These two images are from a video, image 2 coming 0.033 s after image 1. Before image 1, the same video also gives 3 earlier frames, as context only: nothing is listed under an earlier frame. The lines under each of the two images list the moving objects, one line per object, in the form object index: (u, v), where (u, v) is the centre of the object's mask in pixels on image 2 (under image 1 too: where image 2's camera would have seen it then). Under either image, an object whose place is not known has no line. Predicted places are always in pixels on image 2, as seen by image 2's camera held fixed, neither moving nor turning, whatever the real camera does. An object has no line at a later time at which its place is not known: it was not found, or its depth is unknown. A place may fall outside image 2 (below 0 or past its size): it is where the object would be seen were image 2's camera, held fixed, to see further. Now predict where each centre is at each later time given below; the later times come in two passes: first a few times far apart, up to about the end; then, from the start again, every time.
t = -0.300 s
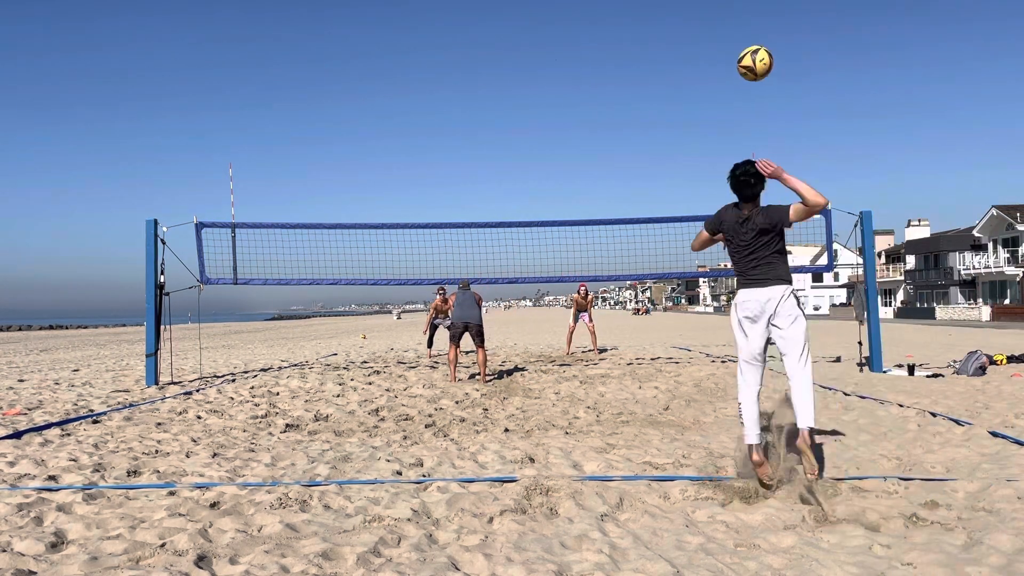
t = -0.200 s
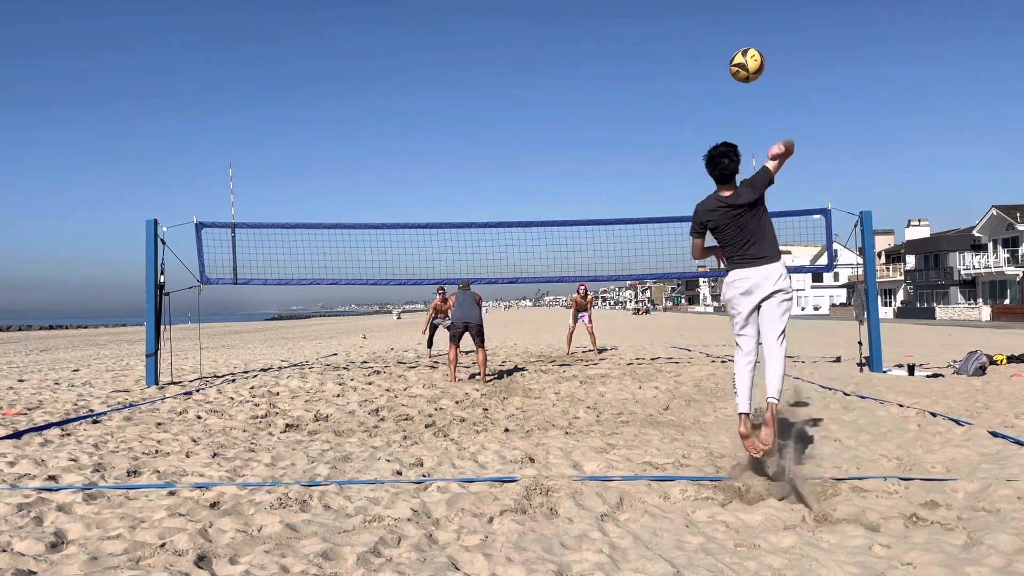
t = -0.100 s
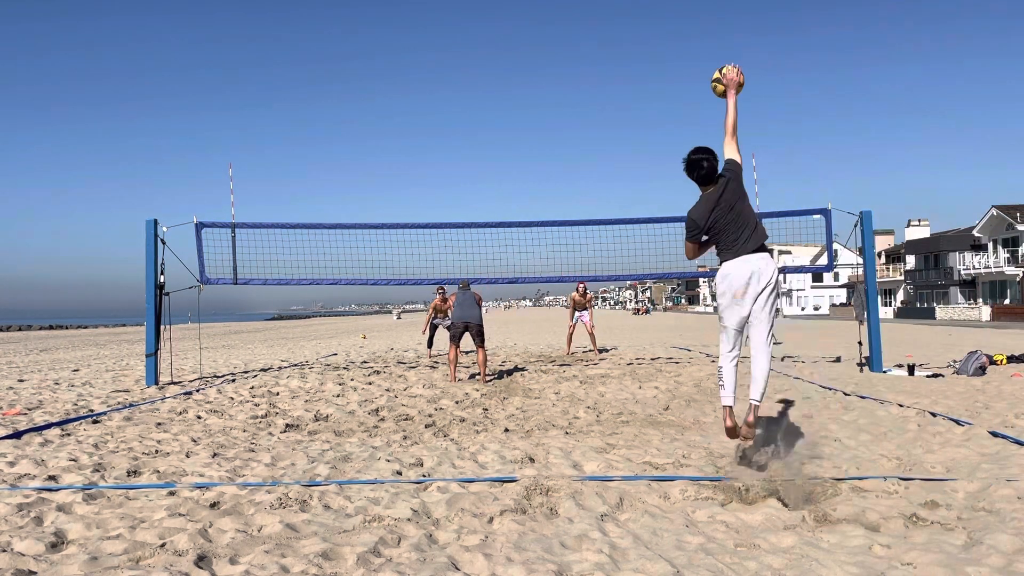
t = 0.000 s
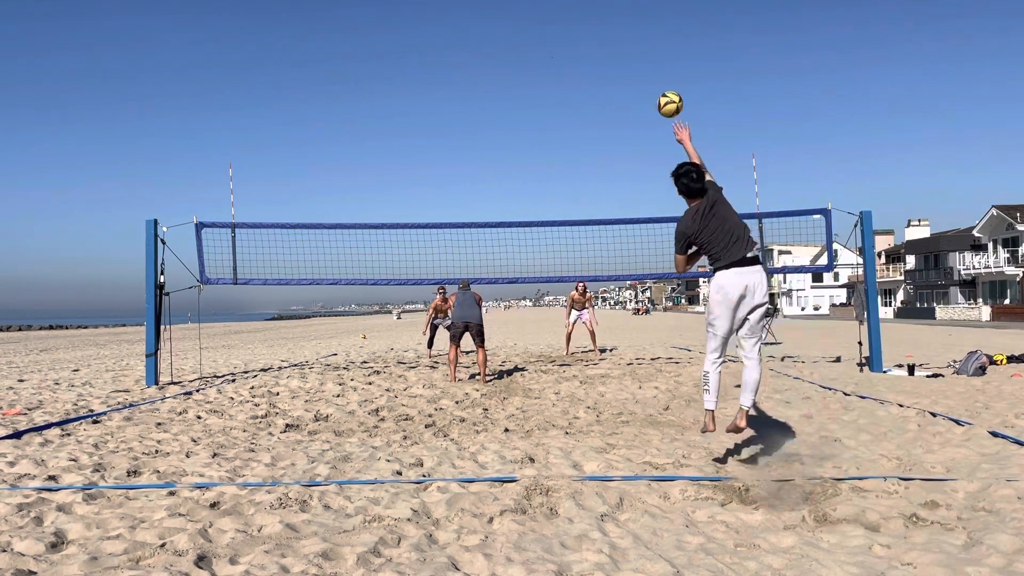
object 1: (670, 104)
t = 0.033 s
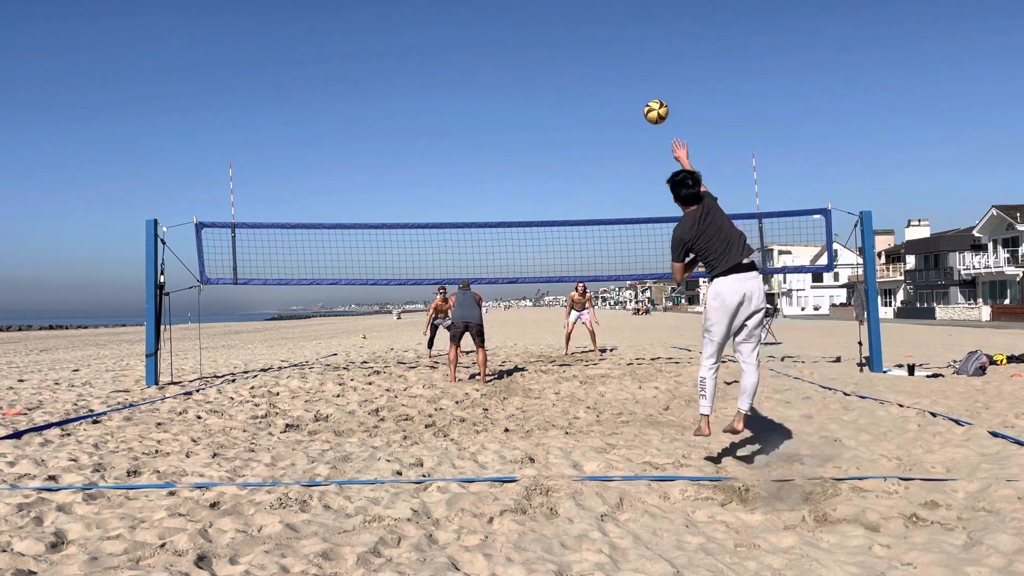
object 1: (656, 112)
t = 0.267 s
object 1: (597, 171)
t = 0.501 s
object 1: (570, 226)
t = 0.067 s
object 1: (644, 119)
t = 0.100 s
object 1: (633, 128)
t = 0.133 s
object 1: (624, 136)
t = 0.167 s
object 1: (616, 144)
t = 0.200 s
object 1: (609, 153)
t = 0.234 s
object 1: (602, 162)
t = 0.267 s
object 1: (597, 171)
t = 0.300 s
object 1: (592, 179)
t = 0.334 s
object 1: (587, 188)
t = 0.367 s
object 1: (583, 197)
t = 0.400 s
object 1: (579, 206)
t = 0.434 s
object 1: (576, 214)
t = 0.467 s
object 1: (572, 222)
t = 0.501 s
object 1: (570, 226)
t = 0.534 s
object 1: (568, 231)
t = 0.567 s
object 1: (567, 236)
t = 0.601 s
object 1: (565, 242)
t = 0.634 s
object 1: (563, 248)
